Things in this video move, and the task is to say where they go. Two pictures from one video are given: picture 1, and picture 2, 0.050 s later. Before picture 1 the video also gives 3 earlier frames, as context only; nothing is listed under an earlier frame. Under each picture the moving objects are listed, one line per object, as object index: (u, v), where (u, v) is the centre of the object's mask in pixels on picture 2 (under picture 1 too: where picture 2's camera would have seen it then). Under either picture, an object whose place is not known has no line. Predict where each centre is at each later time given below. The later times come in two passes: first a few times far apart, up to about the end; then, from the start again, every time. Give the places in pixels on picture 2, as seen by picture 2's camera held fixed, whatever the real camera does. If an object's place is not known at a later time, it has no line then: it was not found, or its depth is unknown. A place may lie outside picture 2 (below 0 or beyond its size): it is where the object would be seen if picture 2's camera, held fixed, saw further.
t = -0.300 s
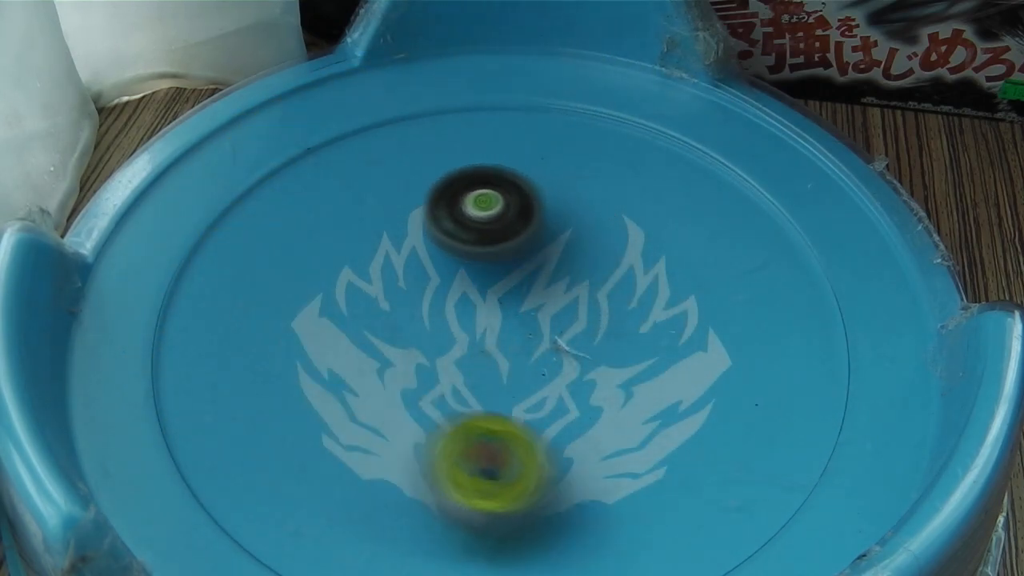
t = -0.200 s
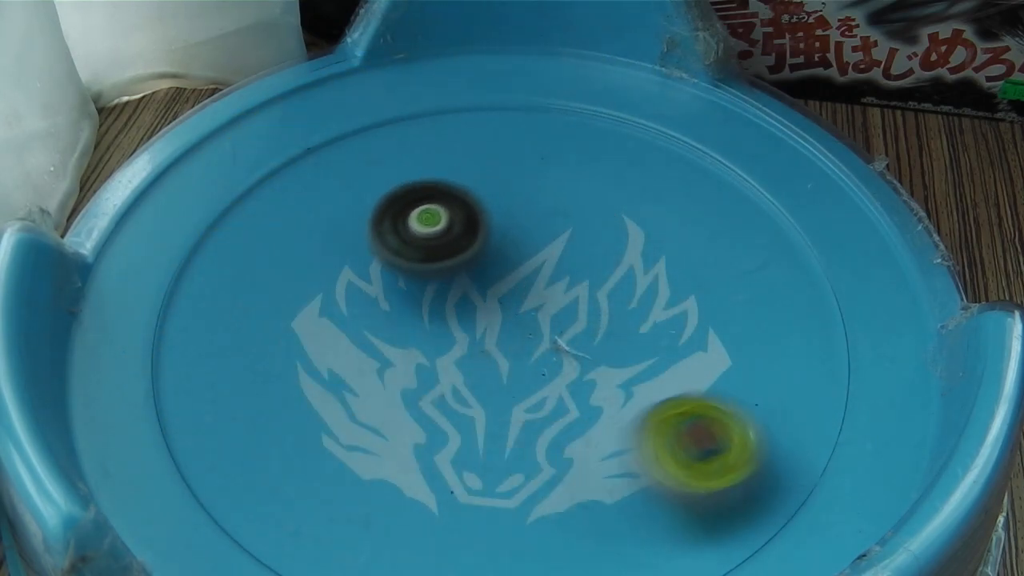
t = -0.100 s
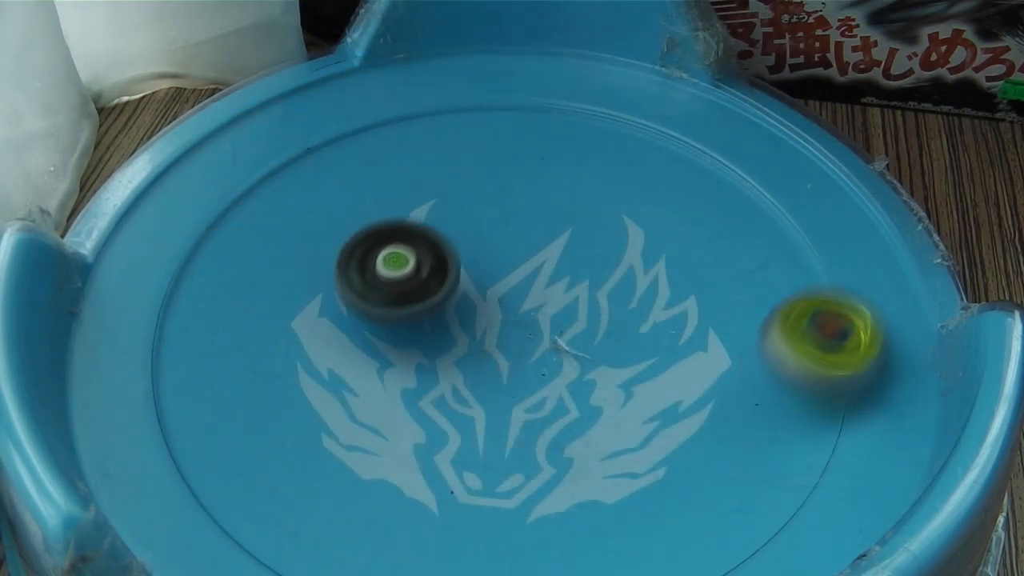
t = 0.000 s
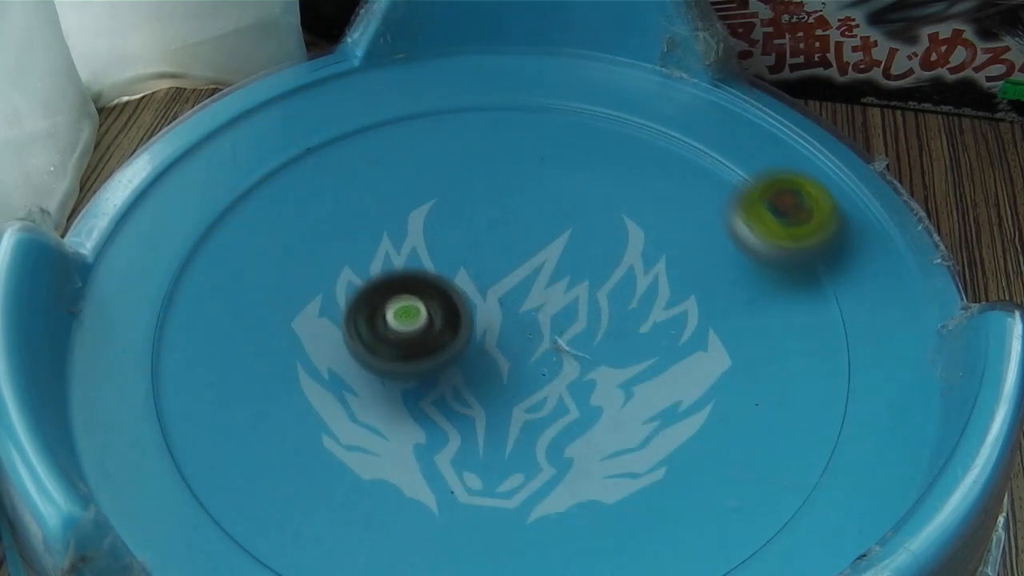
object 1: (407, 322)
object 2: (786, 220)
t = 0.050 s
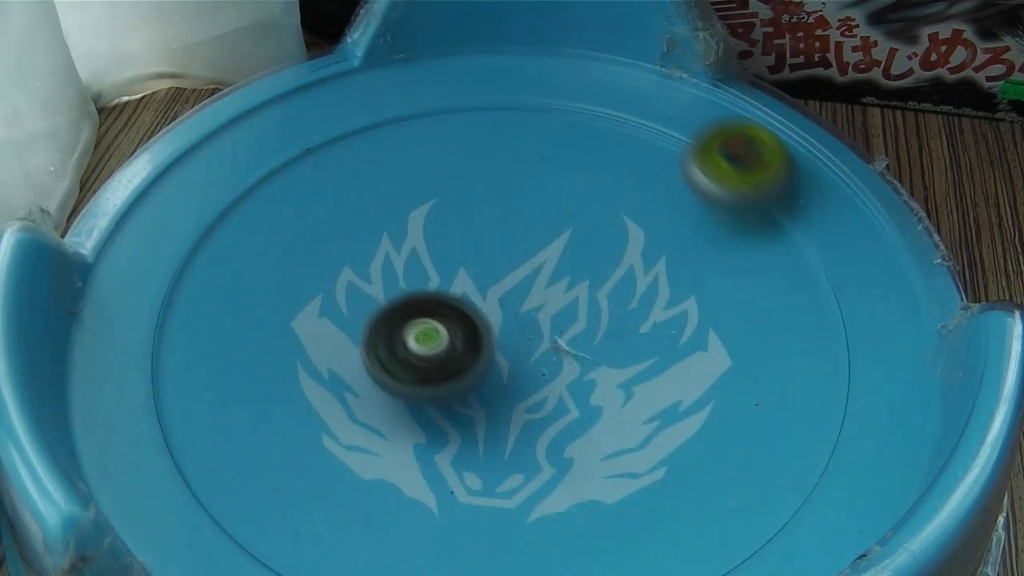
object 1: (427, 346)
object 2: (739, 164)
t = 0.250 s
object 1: (556, 369)
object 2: (521, 93)
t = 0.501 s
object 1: (615, 278)
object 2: (283, 288)
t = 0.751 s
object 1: (493, 261)
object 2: (645, 547)
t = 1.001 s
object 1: (471, 359)
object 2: (832, 273)
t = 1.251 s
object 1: (591, 368)
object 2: (597, 158)
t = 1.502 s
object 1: (563, 289)
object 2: (261, 342)
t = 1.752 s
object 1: (443, 323)
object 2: (574, 554)
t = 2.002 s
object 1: (484, 405)
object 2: (786, 404)
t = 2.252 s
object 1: (580, 350)
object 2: (537, 173)
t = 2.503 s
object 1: (476, 285)
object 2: (169, 277)
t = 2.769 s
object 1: (393, 352)
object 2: (367, 531)
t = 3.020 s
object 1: (508, 379)
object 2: (691, 375)
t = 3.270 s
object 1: (522, 288)
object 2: (507, 116)
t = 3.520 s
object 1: (418, 272)
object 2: (209, 204)
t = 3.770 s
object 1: (446, 349)
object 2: (281, 426)
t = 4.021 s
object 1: (545, 307)
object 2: (716, 377)
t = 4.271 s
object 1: (484, 253)
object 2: (654, 106)
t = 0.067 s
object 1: (436, 352)
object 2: (723, 148)
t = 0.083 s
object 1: (445, 357)
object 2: (709, 136)
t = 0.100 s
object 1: (456, 362)
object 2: (693, 124)
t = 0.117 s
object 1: (466, 365)
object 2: (673, 117)
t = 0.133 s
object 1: (477, 368)
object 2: (652, 111)
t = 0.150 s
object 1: (489, 371)
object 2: (633, 106)
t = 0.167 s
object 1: (501, 373)
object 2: (613, 101)
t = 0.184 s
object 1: (512, 374)
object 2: (594, 97)
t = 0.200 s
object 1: (523, 374)
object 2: (575, 94)
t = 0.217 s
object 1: (534, 373)
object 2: (557, 93)
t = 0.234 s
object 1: (546, 372)
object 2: (539, 93)
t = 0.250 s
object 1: (556, 369)
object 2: (521, 93)
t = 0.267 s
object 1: (566, 366)
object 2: (503, 96)
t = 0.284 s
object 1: (576, 362)
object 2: (486, 99)
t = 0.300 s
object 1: (584, 357)
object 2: (467, 103)
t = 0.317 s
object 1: (592, 352)
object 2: (450, 109)
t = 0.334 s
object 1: (599, 347)
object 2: (431, 115)
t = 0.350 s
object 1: (605, 340)
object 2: (414, 124)
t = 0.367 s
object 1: (611, 333)
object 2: (396, 134)
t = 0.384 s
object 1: (615, 327)
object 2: (378, 145)
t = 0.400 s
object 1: (618, 320)
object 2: (361, 159)
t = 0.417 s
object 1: (620, 313)
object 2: (344, 176)
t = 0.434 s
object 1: (622, 307)
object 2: (328, 195)
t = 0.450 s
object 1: (622, 300)
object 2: (312, 217)
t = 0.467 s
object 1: (621, 292)
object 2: (299, 237)
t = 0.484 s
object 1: (618, 284)
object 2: (289, 262)
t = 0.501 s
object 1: (615, 278)
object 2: (283, 288)
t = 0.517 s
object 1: (610, 271)
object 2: (278, 315)
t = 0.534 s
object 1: (604, 265)
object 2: (280, 343)
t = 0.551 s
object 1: (597, 259)
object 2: (285, 372)
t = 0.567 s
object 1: (590, 256)
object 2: (294, 400)
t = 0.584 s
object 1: (582, 252)
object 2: (308, 429)
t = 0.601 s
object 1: (574, 248)
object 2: (328, 455)
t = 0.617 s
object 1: (565, 247)
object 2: (351, 481)
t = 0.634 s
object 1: (555, 246)
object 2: (378, 503)
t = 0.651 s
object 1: (545, 246)
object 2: (409, 520)
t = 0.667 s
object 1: (536, 247)
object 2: (446, 531)
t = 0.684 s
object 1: (527, 248)
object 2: (483, 538)
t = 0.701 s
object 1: (517, 249)
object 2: (522, 543)
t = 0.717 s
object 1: (508, 253)
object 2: (562, 546)
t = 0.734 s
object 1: (500, 257)
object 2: (604, 547)
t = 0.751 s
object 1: (493, 261)
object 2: (645, 547)
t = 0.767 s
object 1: (486, 266)
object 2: (679, 540)
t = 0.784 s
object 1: (480, 272)
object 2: (709, 530)
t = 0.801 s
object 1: (474, 278)
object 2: (736, 522)
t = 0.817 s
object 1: (469, 285)
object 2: (764, 503)
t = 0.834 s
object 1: (464, 292)
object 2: (787, 486)
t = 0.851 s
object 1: (460, 299)
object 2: (801, 462)
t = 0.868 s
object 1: (457, 307)
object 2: (813, 438)
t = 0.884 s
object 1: (456, 314)
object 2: (824, 412)
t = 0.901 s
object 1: (456, 321)
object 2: (832, 389)
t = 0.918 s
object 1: (455, 327)
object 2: (839, 366)
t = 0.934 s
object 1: (457, 335)
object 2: (843, 345)
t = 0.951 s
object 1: (460, 341)
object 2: (842, 325)
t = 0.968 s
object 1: (463, 348)
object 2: (840, 306)
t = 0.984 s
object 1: (467, 355)
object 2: (837, 290)
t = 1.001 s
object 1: (471, 359)
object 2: (832, 273)
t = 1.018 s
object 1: (477, 365)
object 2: (825, 258)
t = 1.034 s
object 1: (484, 369)
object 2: (818, 244)
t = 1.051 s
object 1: (492, 373)
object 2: (809, 232)
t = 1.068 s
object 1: (499, 376)
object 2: (799, 220)
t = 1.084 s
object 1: (507, 379)
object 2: (789, 211)
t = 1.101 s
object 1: (515, 382)
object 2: (776, 200)
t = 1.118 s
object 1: (525, 383)
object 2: (760, 190)
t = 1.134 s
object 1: (534, 384)
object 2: (744, 185)
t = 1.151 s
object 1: (542, 384)
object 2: (726, 176)
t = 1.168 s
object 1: (551, 383)
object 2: (708, 173)
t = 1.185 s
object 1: (560, 381)
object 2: (689, 168)
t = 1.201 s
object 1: (569, 378)
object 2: (669, 166)
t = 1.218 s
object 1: (577, 375)
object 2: (645, 161)
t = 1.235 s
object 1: (584, 372)
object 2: (623, 160)
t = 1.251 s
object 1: (591, 368)
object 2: (597, 158)
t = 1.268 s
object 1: (597, 362)
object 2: (569, 158)
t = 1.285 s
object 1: (602, 357)
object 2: (540, 159)
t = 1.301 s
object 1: (606, 352)
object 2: (510, 161)
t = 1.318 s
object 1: (609, 347)
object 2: (481, 167)
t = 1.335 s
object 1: (611, 340)
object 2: (452, 174)
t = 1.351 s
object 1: (611, 335)
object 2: (423, 183)
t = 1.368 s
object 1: (610, 328)
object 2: (397, 194)
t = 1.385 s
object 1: (608, 322)
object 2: (374, 207)
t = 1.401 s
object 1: (604, 316)
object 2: (351, 220)
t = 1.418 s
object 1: (600, 310)
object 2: (329, 238)
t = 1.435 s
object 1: (594, 306)
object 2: (309, 256)
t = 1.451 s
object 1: (588, 300)
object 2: (293, 275)
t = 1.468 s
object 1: (580, 295)
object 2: (278, 297)
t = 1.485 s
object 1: (572, 292)
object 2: (269, 321)
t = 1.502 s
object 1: (563, 289)
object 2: (261, 342)
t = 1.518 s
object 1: (554, 287)
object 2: (258, 367)
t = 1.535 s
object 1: (546, 286)
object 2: (256, 392)
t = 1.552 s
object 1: (537, 285)
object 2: (259, 419)
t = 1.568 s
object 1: (528, 284)
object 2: (267, 445)
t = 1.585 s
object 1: (519, 285)
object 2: (278, 473)
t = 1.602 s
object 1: (508, 284)
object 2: (295, 499)
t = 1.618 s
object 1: (499, 287)
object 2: (314, 521)
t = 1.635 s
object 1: (490, 290)
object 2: (339, 534)
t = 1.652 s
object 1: (481, 293)
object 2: (364, 544)
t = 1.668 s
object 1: (473, 296)
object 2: (396, 552)
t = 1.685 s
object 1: (465, 300)
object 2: (434, 554)
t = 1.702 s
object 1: (459, 305)
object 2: (473, 556)
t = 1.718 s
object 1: (453, 311)
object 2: (508, 556)
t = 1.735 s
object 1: (448, 316)
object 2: (542, 555)
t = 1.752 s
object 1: (443, 323)
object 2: (574, 554)
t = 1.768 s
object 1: (440, 328)
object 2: (602, 552)
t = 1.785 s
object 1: (437, 335)
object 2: (627, 550)
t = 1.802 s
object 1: (435, 341)
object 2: (650, 545)
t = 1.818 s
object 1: (435, 348)
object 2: (670, 541)
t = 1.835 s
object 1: (435, 355)
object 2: (689, 536)
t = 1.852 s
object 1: (436, 362)
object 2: (707, 530)
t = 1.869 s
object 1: (438, 368)
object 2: (724, 523)
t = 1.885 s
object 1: (442, 374)
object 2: (739, 513)
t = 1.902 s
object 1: (446, 379)
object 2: (752, 498)
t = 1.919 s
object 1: (450, 385)
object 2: (763, 483)
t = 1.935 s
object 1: (456, 390)
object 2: (772, 468)
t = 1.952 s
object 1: (462, 395)
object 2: (778, 453)
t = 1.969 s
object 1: (469, 399)
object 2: (783, 436)
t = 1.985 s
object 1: (477, 403)
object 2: (786, 421)
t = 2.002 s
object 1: (484, 405)
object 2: (786, 404)
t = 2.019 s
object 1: (493, 407)
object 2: (785, 387)
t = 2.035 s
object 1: (501, 407)
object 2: (783, 370)
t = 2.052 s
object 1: (511, 408)
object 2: (775, 351)
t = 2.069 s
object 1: (520, 408)
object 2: (767, 333)
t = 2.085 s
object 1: (529, 405)
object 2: (757, 315)
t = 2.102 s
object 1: (538, 402)
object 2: (744, 295)
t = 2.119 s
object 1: (546, 399)
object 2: (729, 277)
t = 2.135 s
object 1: (553, 395)
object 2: (711, 259)
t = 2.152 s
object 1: (559, 389)
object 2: (690, 243)
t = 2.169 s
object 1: (566, 383)
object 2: (668, 227)
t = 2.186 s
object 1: (571, 377)
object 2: (645, 213)
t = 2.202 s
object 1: (575, 371)
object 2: (620, 200)
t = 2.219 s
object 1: (578, 365)
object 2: (593, 189)
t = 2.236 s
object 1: (580, 358)
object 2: (565, 179)
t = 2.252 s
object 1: (580, 350)
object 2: (537, 173)
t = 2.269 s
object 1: (579, 342)
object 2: (508, 167)
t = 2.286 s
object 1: (577, 335)
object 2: (479, 163)
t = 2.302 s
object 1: (573, 328)
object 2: (449, 161)
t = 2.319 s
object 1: (569, 321)
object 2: (420, 161)
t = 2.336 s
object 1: (563, 316)
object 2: (391, 162)
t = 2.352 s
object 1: (556, 310)
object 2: (362, 165)
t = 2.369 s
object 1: (549, 304)
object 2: (334, 170)
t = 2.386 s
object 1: (542, 301)
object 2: (306, 177)
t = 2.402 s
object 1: (534, 298)
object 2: (278, 184)
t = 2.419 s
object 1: (524, 294)
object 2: (253, 196)
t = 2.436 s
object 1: (515, 292)
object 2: (229, 208)
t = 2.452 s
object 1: (504, 288)
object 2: (206, 223)
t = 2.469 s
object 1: (495, 287)
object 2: (185, 238)
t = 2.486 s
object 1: (485, 286)
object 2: (170, 256)
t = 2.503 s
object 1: (476, 285)
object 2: (169, 277)
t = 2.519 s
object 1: (466, 286)
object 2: (172, 302)
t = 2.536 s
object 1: (457, 286)
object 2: (175, 325)
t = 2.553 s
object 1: (448, 287)
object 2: (180, 350)
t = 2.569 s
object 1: (440, 290)
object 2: (186, 372)
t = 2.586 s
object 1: (432, 293)
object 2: (193, 395)
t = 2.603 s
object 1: (424, 295)
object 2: (201, 416)
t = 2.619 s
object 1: (417, 301)
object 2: (211, 436)
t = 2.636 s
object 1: (412, 305)
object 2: (222, 454)
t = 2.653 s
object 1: (406, 310)
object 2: (234, 472)
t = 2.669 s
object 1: (402, 315)
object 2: (248, 486)
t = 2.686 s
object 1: (398, 320)
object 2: (264, 499)
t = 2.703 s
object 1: (394, 326)
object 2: (280, 512)
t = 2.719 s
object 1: (392, 332)
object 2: (300, 519)
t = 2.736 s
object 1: (391, 337)
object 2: (322, 525)
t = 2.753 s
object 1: (391, 345)
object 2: (345, 529)
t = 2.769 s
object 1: (393, 352)
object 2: (367, 531)
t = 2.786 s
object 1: (395, 358)
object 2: (390, 533)
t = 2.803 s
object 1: (399, 363)
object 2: (412, 534)
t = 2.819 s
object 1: (404, 369)
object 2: (438, 534)
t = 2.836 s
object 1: (410, 374)
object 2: (463, 533)
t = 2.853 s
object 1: (417, 379)
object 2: (488, 531)
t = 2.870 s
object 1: (424, 382)
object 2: (513, 527)
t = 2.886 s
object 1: (433, 385)
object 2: (539, 522)
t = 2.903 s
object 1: (442, 387)
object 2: (564, 511)
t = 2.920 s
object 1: (451, 389)
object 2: (591, 497)
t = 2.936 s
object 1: (462, 389)
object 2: (615, 482)
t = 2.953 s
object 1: (471, 389)
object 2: (635, 463)
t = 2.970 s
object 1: (481, 388)
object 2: (655, 442)
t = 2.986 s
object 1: (490, 386)
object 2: (671, 421)
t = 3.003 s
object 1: (499, 382)
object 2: (682, 399)
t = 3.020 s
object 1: (508, 379)
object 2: (691, 375)
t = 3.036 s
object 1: (516, 375)
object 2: (696, 352)
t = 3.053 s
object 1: (523, 369)
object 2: (698, 330)
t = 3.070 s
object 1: (530, 364)
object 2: (697, 306)
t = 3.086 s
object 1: (535, 359)
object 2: (695, 284)
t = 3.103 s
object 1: (539, 352)
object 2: (687, 263)
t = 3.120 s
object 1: (542, 345)
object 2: (678, 243)
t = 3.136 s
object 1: (543, 338)
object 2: (665, 222)
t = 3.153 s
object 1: (544, 331)
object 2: (653, 206)
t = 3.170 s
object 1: (543, 324)
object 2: (636, 188)
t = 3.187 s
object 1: (541, 317)
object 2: (618, 173)
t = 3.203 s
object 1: (538, 310)
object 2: (599, 159)
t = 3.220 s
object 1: (534, 303)
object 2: (578, 146)
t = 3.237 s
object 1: (530, 298)
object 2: (555, 135)
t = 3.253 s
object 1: (526, 293)
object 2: (532, 125)
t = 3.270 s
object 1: (522, 288)
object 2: (507, 116)
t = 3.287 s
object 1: (515, 281)
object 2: (482, 109)
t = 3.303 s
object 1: (509, 277)
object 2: (458, 104)
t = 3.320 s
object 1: (503, 273)
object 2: (432, 98)
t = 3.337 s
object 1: (496, 270)
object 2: (406, 95)
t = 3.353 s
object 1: (489, 267)
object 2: (380, 94)
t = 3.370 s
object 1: (482, 264)
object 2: (357, 98)
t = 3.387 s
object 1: (475, 262)
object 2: (335, 110)
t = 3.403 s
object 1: (467, 261)
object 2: (315, 122)
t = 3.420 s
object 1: (459, 260)
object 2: (292, 131)
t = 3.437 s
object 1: (452, 261)
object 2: (273, 143)
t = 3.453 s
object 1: (444, 261)
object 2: (256, 157)
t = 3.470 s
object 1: (437, 264)
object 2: (241, 169)
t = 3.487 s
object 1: (430, 266)
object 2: (228, 180)
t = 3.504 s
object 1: (424, 269)
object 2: (217, 190)
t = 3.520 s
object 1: (418, 272)
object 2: (209, 204)
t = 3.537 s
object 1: (412, 276)
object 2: (203, 216)
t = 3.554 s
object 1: (407, 281)
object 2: (198, 227)
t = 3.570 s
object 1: (403, 286)
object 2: (194, 240)
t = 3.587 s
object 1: (401, 291)
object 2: (191, 252)
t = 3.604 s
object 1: (399, 298)
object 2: (189, 267)
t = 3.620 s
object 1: (398, 304)
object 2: (188, 282)
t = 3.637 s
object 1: (400, 310)
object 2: (189, 294)
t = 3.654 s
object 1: (403, 317)
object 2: (192, 310)
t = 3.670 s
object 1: (406, 323)
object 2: (197, 325)
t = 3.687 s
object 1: (410, 328)
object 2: (204, 340)
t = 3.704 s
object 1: (416, 334)
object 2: (213, 355)
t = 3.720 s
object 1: (422, 340)
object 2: (227, 373)
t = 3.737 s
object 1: (429, 343)
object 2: (242, 390)
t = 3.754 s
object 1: (437, 347)
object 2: (260, 408)
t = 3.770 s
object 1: (446, 349)
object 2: (281, 426)
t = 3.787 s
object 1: (455, 351)
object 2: (306, 442)
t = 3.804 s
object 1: (465, 352)
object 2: (335, 455)
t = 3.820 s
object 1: (473, 352)
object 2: (366, 465)
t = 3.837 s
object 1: (483, 352)
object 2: (399, 475)
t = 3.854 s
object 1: (492, 351)
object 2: (433, 480)
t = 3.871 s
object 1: (500, 349)
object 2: (468, 483)
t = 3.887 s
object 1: (509, 346)
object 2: (502, 480)
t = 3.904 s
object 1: (517, 344)
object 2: (537, 475)
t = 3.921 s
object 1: (524, 340)
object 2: (568, 469)
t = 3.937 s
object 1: (530, 335)
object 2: (599, 457)
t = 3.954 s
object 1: (536, 331)
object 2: (627, 447)
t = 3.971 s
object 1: (541, 325)
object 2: (655, 428)
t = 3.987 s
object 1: (544, 320)
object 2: (681, 415)
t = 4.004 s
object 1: (546, 314)
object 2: (701, 398)
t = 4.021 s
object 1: (545, 307)
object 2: (716, 377)
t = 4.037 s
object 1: (545, 301)
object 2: (728, 356)
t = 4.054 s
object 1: (544, 296)
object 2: (739, 337)
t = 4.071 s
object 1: (544, 291)
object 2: (747, 314)
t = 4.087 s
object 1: (542, 286)
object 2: (751, 293)
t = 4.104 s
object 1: (538, 280)
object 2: (753, 271)
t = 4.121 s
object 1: (534, 275)
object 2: (752, 250)
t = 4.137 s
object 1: (530, 270)
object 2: (749, 230)
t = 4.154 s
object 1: (526, 265)
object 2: (744, 210)
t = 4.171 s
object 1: (522, 261)
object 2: (736, 191)
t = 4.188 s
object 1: (518, 258)
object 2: (725, 172)
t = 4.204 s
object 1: (512, 254)
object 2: (714, 155)
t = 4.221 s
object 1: (506, 253)
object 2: (701, 139)
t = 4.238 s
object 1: (498, 252)
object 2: (687, 127)
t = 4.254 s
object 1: (492, 252)
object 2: (673, 115)
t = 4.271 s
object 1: (484, 253)
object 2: (654, 106)
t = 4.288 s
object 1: (477, 254)
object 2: (632, 101)
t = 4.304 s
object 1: (470, 255)
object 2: (610, 96)
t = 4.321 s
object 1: (463, 257)
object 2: (588, 91)
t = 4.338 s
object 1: (457, 261)
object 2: (567, 86)
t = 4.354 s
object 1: (452, 265)
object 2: (546, 83)
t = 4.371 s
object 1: (448, 269)
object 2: (525, 81)
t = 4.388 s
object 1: (444, 274)
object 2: (504, 82)
